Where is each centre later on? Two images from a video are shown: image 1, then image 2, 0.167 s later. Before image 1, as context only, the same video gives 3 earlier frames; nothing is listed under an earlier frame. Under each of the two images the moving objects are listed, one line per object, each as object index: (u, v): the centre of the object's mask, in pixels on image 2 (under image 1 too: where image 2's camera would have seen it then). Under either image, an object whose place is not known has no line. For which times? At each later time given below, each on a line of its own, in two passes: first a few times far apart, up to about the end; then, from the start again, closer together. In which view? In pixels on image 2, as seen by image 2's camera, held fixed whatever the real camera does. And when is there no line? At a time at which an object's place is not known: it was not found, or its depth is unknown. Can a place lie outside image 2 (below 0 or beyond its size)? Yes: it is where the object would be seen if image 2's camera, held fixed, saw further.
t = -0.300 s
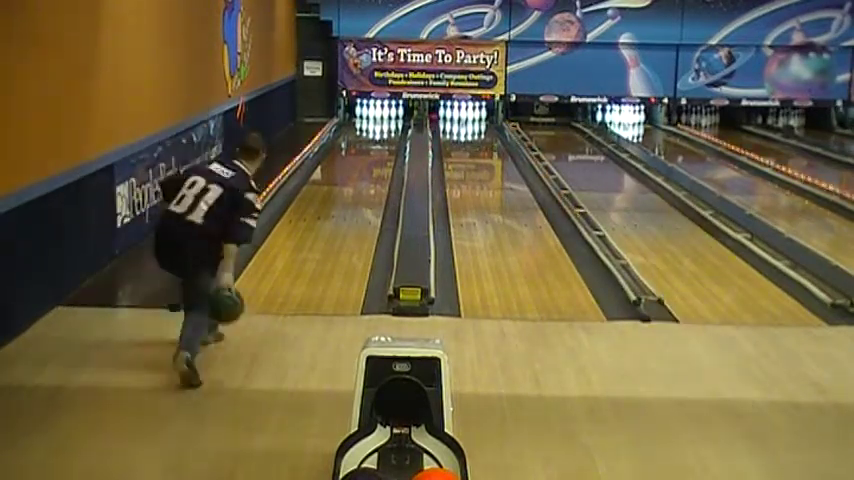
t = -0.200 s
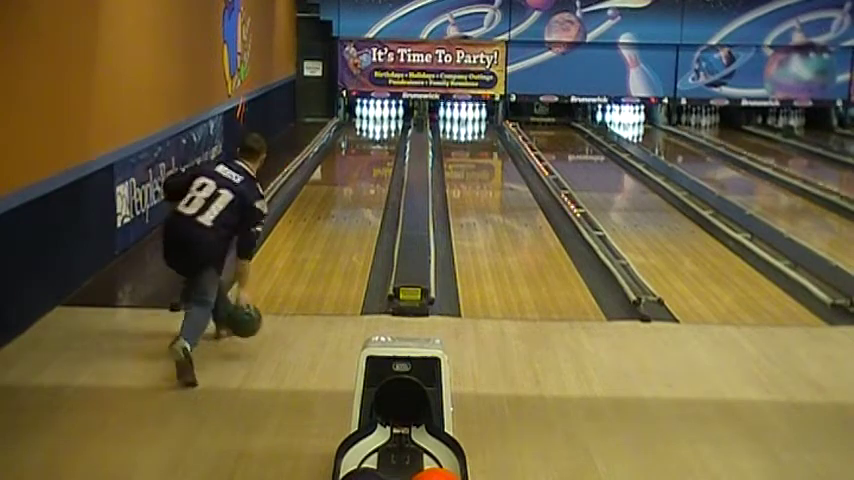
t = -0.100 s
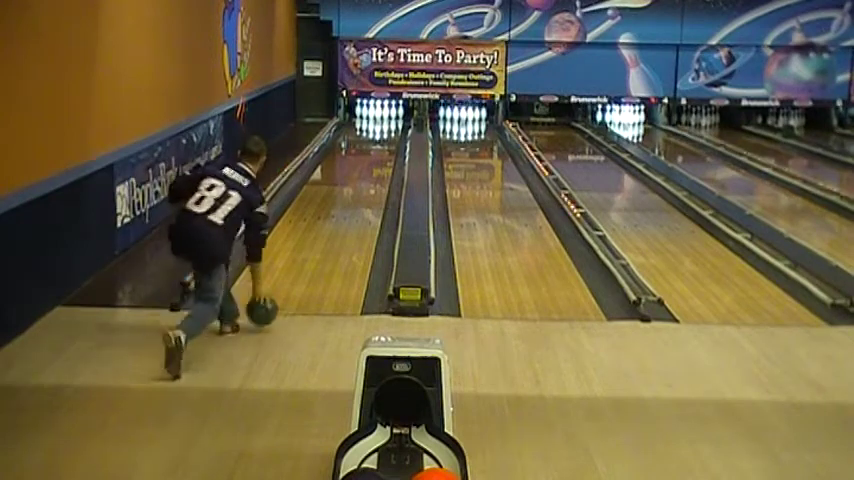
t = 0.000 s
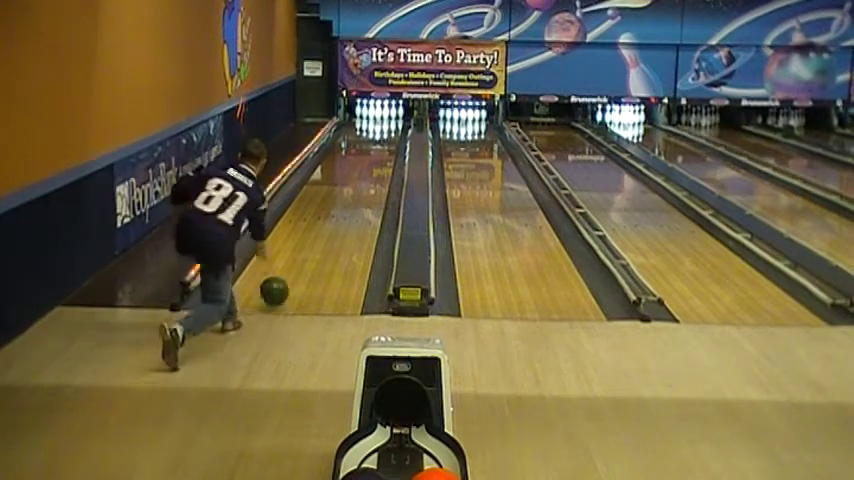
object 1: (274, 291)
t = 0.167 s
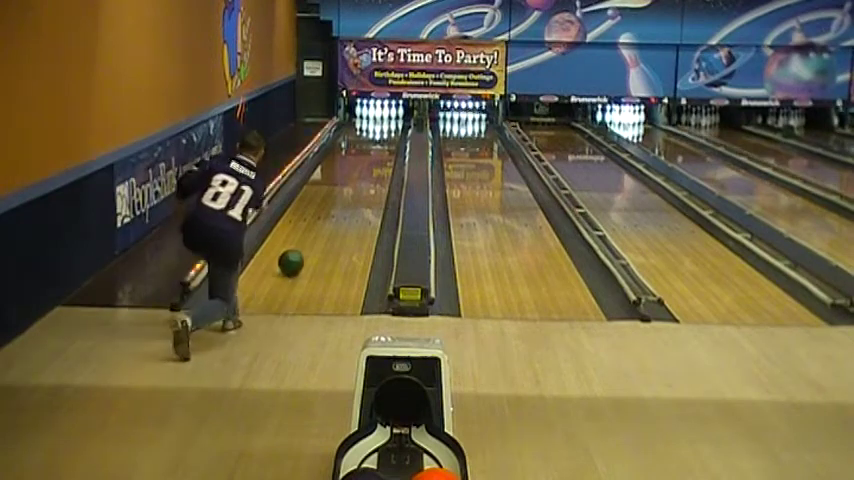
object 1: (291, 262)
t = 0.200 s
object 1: (294, 257)
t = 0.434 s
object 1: (310, 226)
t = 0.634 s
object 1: (321, 204)
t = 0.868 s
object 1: (331, 185)
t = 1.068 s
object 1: (338, 172)
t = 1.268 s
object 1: (344, 159)
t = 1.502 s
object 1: (349, 149)
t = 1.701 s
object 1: (355, 139)
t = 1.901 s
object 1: (359, 131)
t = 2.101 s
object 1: (362, 125)
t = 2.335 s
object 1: (365, 119)
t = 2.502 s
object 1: (369, 116)
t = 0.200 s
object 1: (294, 257)
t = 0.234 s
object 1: (296, 252)
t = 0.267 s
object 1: (299, 247)
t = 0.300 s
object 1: (302, 243)
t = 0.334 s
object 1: (303, 238)
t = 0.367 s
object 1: (306, 234)
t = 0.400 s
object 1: (308, 230)
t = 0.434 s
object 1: (310, 226)
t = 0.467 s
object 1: (312, 222)
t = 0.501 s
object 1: (314, 218)
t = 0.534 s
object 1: (315, 215)
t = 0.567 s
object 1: (317, 211)
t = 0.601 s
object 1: (319, 207)
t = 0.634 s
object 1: (321, 204)
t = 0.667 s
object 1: (323, 201)
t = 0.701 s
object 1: (324, 199)
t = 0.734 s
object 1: (326, 196)
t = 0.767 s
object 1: (327, 193)
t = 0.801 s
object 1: (328, 190)
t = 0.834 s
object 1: (329, 188)
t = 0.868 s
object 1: (331, 185)
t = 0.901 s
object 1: (332, 183)
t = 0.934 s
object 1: (333, 181)
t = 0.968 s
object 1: (335, 178)
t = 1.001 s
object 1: (335, 177)
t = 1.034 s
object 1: (337, 174)
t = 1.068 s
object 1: (338, 172)
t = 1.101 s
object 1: (339, 169)
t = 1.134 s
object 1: (340, 167)
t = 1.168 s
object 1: (341, 166)
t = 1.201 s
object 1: (342, 164)
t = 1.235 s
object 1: (343, 161)
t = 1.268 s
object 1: (344, 159)
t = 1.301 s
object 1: (345, 157)
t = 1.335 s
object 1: (345, 156)
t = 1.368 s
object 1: (346, 154)
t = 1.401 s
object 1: (347, 152)
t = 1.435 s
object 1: (349, 150)
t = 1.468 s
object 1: (349, 149)
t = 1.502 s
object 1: (349, 149)
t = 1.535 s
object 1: (350, 148)
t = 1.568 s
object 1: (351, 146)
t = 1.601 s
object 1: (351, 144)
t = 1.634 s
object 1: (352, 144)
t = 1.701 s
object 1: (355, 139)
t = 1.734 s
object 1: (355, 137)
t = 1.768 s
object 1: (356, 136)
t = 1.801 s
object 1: (357, 135)
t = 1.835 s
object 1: (358, 134)
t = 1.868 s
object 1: (358, 132)
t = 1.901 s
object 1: (359, 131)
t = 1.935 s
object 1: (360, 130)
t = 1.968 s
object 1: (360, 129)
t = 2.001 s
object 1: (361, 128)
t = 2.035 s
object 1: (361, 127)
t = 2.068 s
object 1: (362, 127)
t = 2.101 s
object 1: (362, 125)
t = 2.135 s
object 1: (362, 125)
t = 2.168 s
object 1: (363, 125)
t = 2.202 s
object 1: (363, 124)
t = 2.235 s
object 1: (364, 121)
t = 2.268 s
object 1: (364, 120)
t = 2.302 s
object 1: (365, 119)
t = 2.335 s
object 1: (365, 119)
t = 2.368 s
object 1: (365, 118)
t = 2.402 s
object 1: (366, 117)
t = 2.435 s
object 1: (367, 117)
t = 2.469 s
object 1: (369, 116)
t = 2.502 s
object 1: (369, 116)
